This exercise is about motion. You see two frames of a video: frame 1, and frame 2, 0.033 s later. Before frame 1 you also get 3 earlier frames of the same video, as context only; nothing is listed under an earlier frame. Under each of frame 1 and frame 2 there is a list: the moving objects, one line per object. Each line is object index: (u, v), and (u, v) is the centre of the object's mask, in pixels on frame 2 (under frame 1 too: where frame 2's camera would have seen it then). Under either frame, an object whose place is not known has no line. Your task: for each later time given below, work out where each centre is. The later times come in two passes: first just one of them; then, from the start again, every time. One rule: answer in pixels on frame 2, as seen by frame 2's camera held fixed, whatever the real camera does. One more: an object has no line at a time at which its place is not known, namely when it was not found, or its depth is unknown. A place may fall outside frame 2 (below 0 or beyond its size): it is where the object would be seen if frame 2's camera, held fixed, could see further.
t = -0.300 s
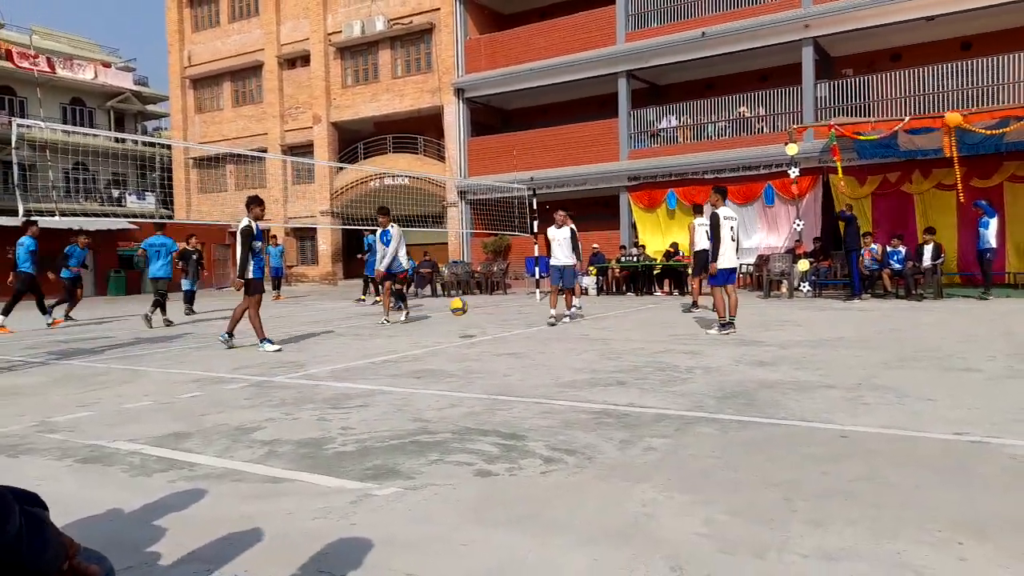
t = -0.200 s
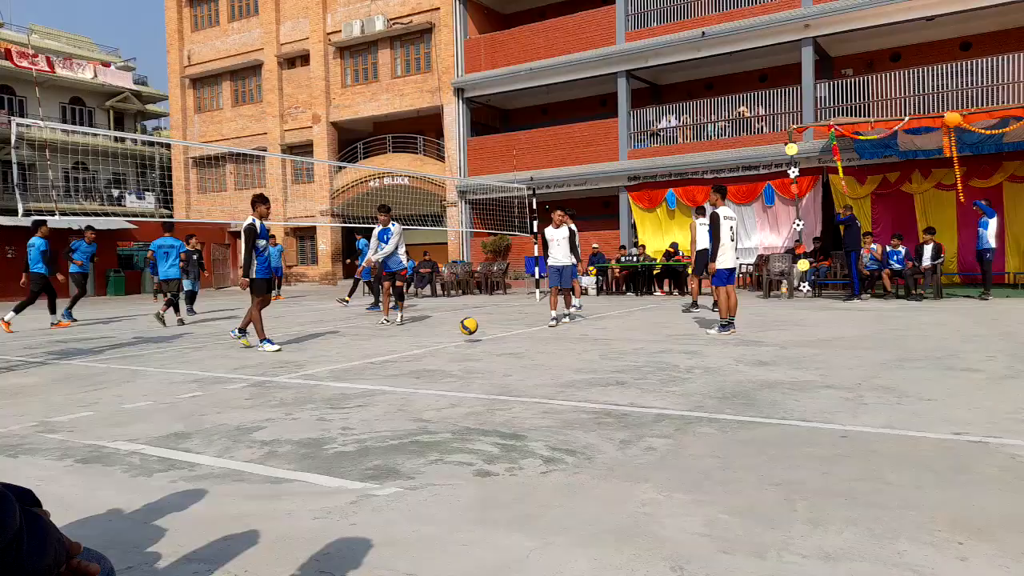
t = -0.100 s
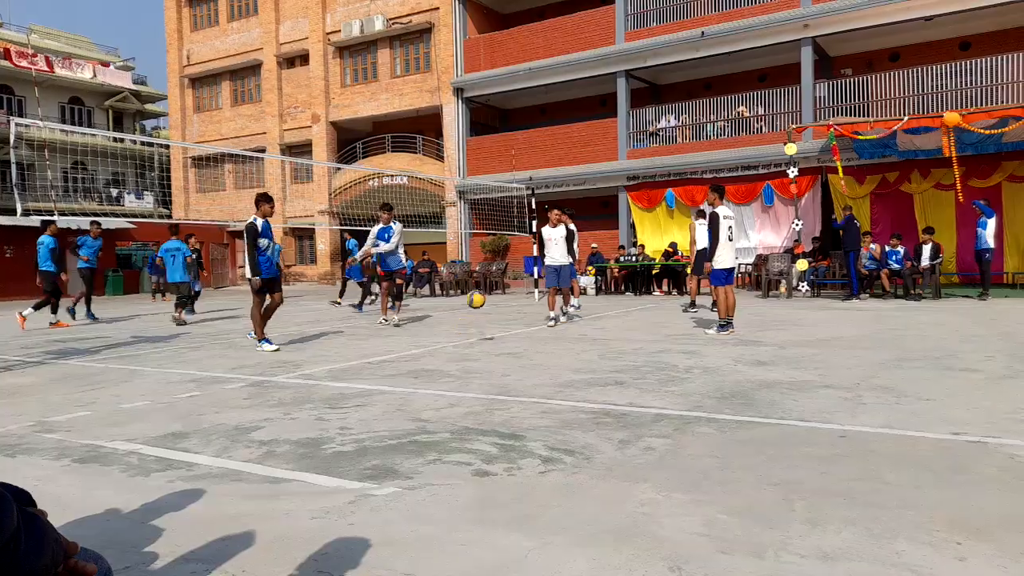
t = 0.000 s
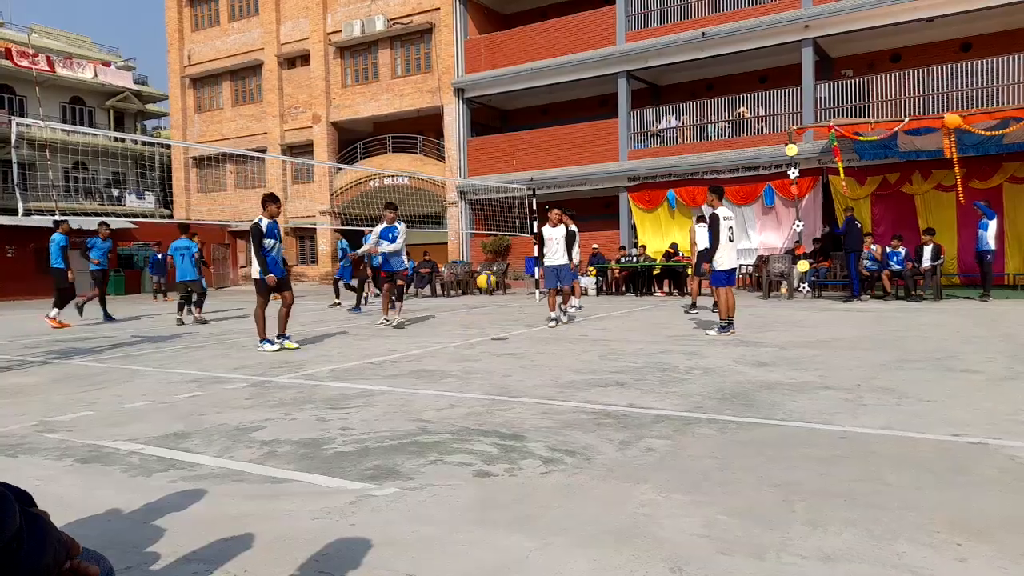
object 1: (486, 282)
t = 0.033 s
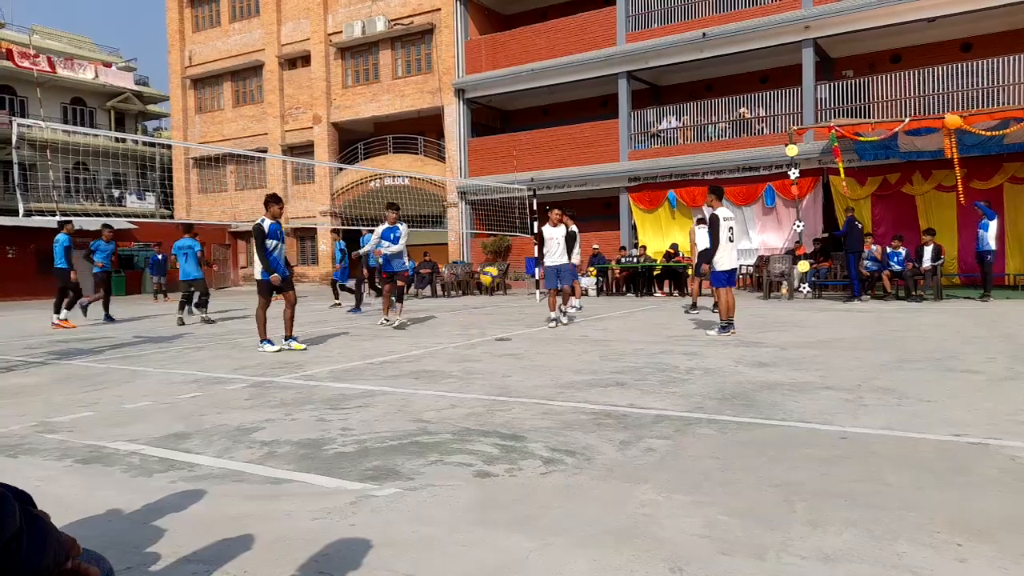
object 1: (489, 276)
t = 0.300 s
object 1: (519, 276)
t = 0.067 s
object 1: (493, 273)
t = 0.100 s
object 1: (496, 270)
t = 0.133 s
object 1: (500, 269)
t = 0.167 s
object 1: (504, 268)
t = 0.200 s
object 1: (507, 269)
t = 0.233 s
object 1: (511, 270)
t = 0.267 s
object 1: (515, 272)
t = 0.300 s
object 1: (519, 276)
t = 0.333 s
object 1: (524, 282)
